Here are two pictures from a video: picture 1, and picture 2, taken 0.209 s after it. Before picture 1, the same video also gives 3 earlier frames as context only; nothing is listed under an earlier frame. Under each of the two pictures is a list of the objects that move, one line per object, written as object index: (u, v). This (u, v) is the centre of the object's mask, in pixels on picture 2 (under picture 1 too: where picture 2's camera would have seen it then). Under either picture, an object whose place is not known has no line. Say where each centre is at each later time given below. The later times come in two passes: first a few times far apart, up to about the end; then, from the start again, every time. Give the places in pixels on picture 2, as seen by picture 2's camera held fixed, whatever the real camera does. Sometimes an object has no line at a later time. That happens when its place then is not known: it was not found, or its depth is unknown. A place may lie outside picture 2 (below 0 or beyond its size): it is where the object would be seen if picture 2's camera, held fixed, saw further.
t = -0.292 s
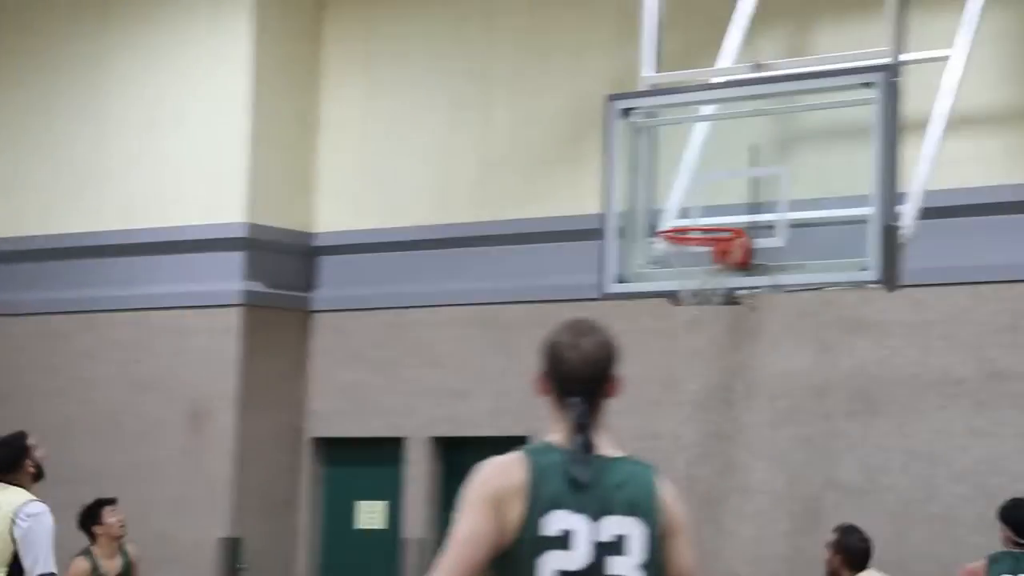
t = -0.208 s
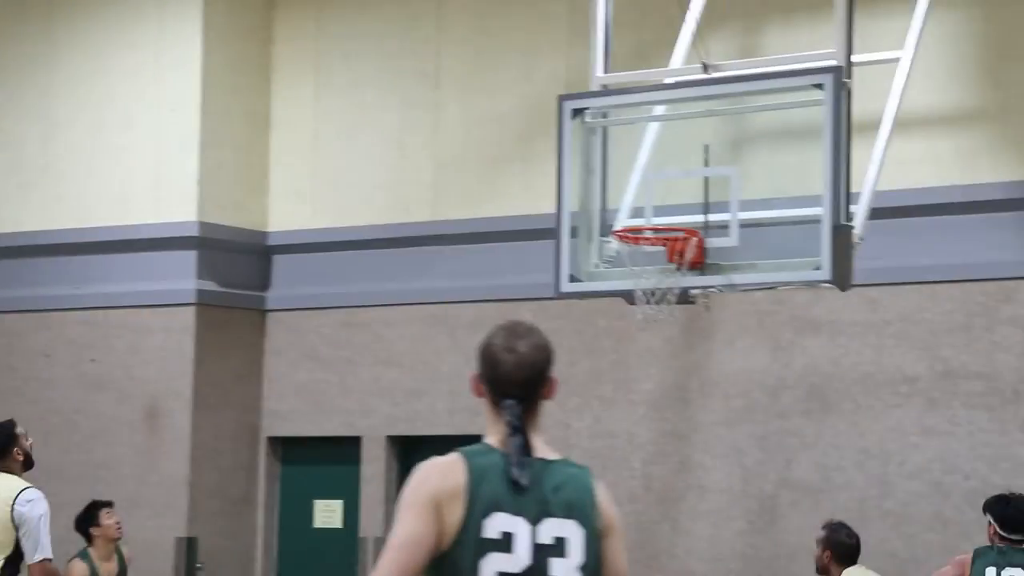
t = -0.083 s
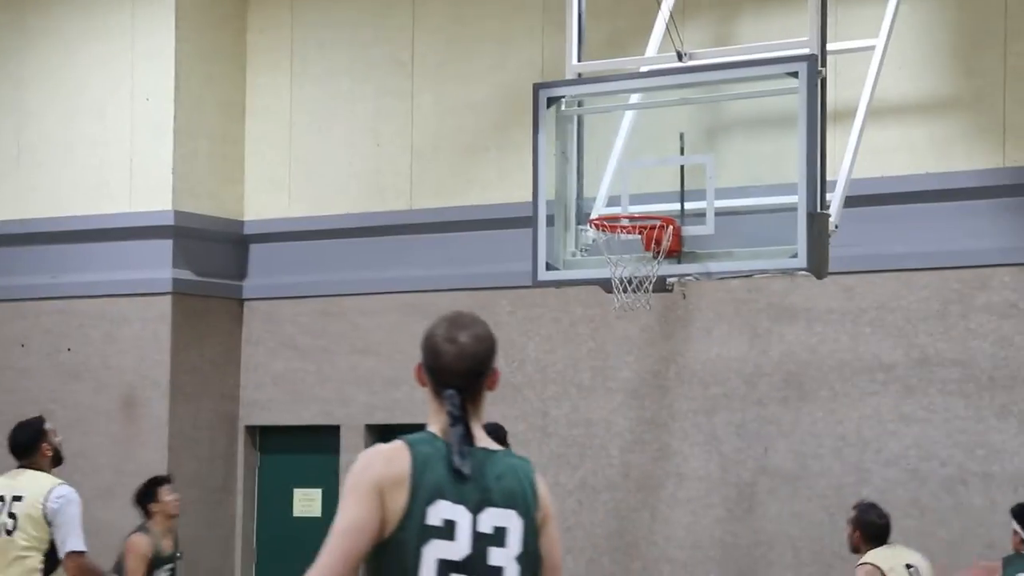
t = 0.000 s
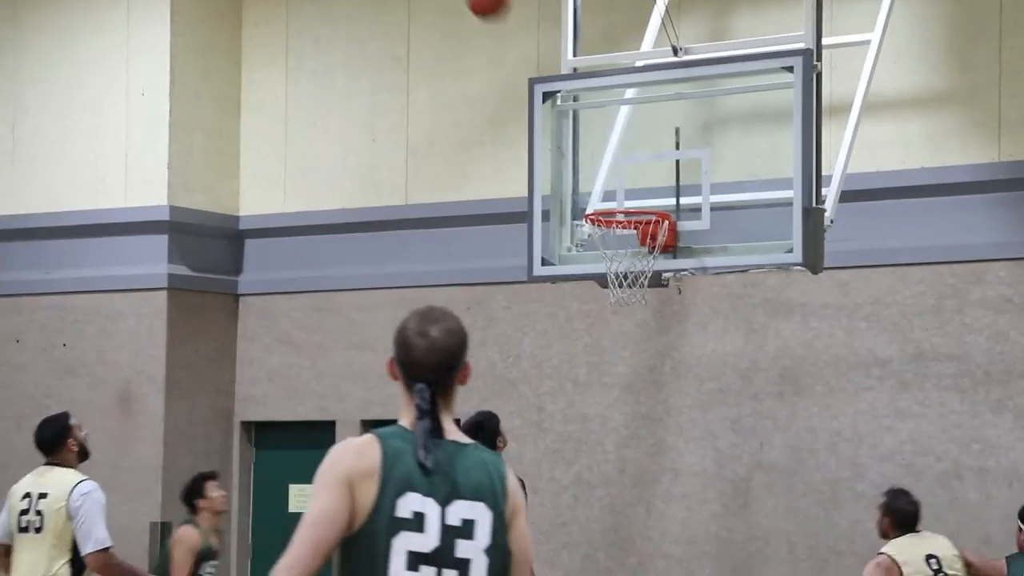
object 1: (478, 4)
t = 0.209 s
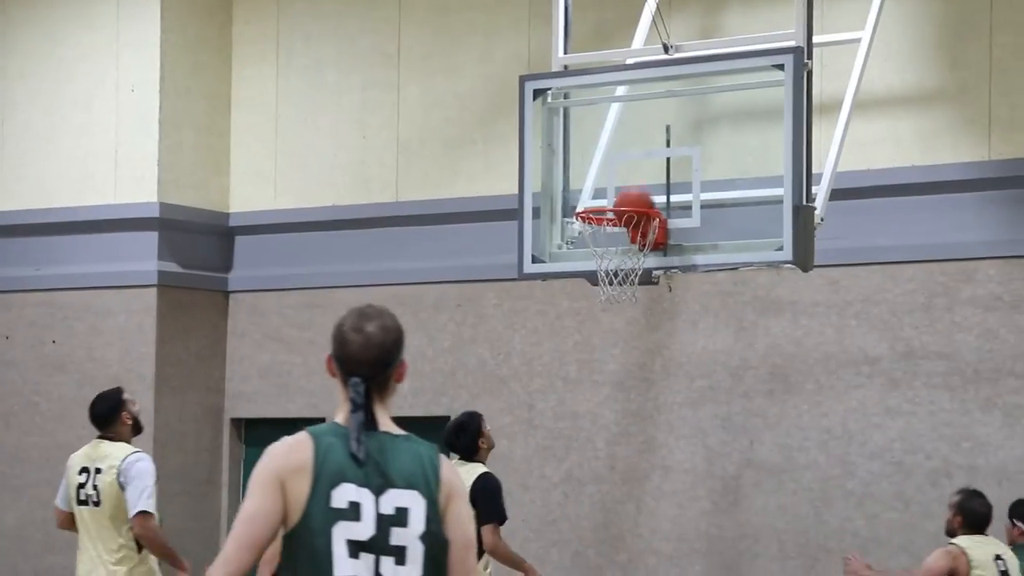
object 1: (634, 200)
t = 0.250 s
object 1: (624, 231)
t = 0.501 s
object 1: (590, 257)
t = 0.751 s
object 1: (577, 357)
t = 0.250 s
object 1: (624, 231)
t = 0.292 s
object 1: (616, 246)
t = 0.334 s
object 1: (608, 248)
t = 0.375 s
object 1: (602, 247)
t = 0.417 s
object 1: (598, 248)
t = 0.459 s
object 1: (595, 252)
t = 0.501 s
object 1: (590, 257)
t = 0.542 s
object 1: (587, 265)
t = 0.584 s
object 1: (586, 277)
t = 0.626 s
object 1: (583, 295)
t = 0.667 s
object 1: (581, 312)
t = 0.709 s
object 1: (579, 332)
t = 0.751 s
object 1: (577, 357)
